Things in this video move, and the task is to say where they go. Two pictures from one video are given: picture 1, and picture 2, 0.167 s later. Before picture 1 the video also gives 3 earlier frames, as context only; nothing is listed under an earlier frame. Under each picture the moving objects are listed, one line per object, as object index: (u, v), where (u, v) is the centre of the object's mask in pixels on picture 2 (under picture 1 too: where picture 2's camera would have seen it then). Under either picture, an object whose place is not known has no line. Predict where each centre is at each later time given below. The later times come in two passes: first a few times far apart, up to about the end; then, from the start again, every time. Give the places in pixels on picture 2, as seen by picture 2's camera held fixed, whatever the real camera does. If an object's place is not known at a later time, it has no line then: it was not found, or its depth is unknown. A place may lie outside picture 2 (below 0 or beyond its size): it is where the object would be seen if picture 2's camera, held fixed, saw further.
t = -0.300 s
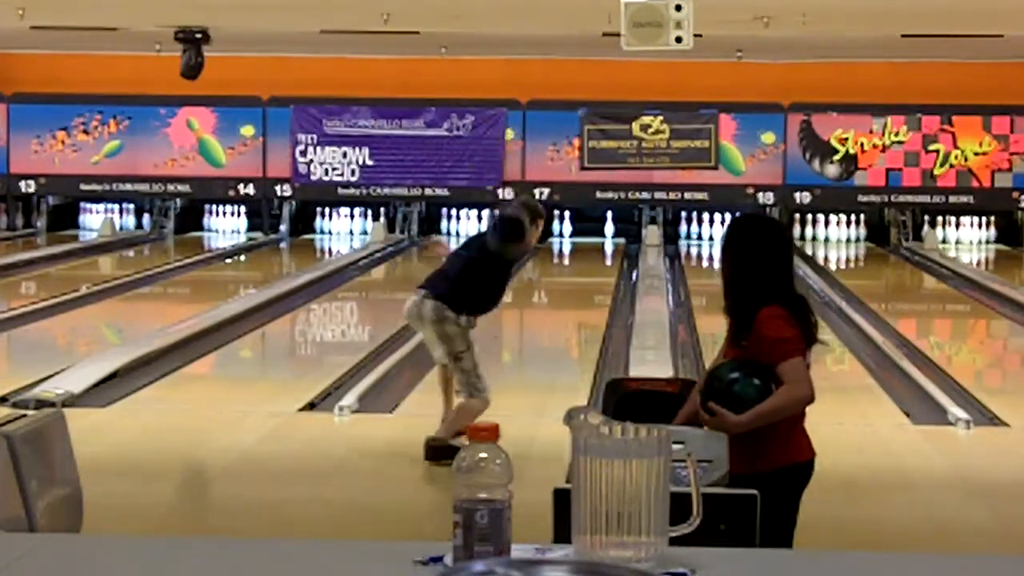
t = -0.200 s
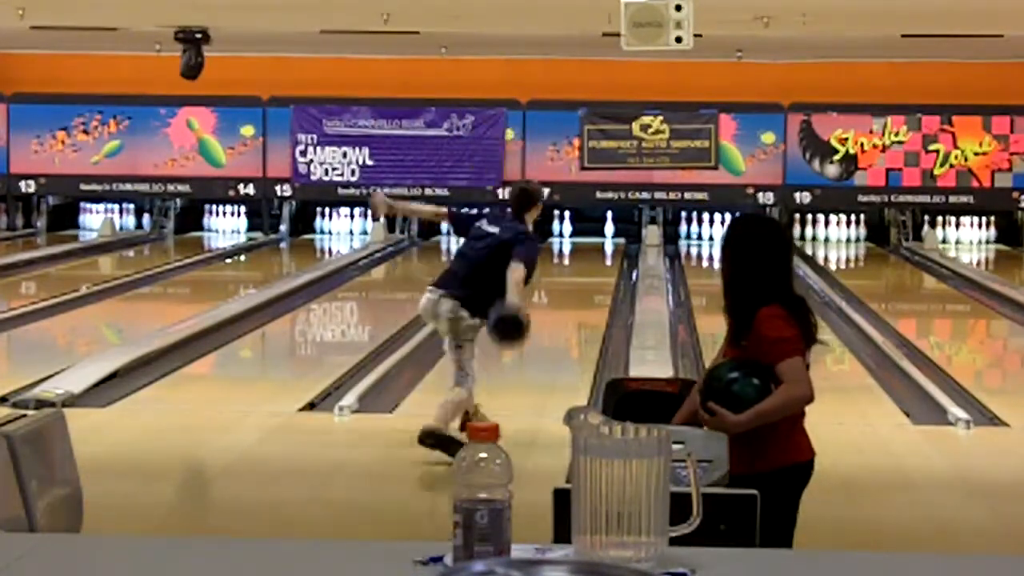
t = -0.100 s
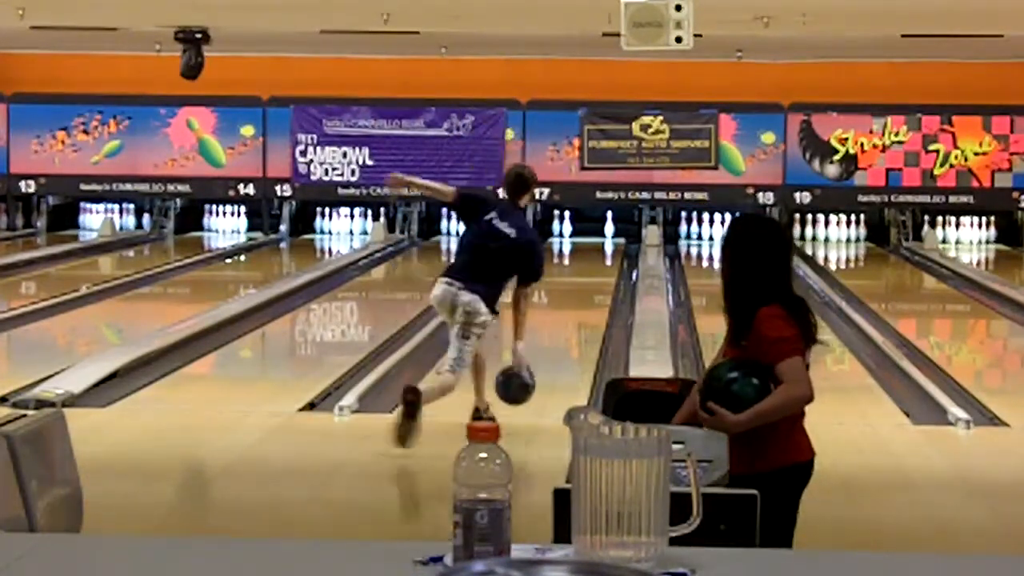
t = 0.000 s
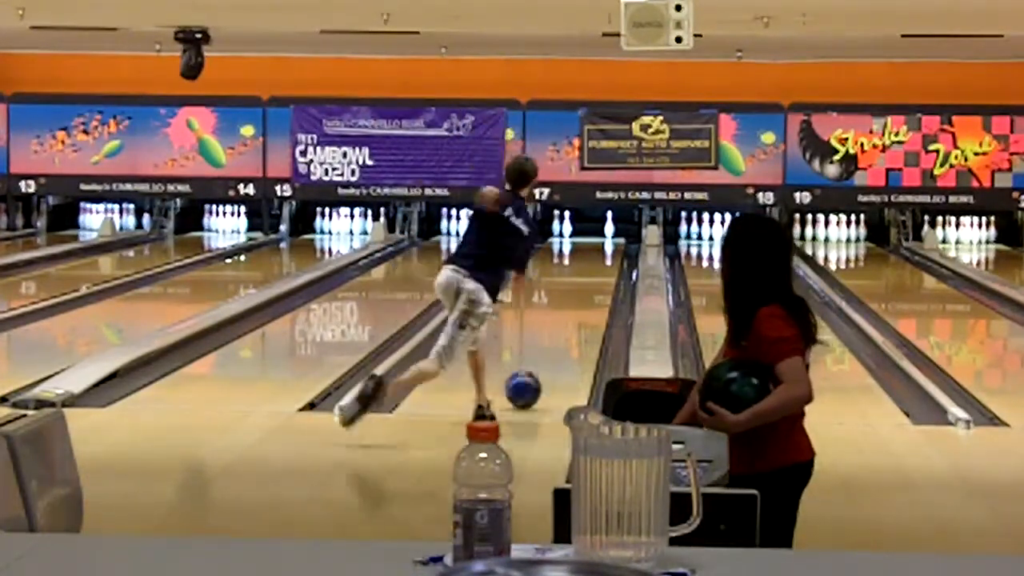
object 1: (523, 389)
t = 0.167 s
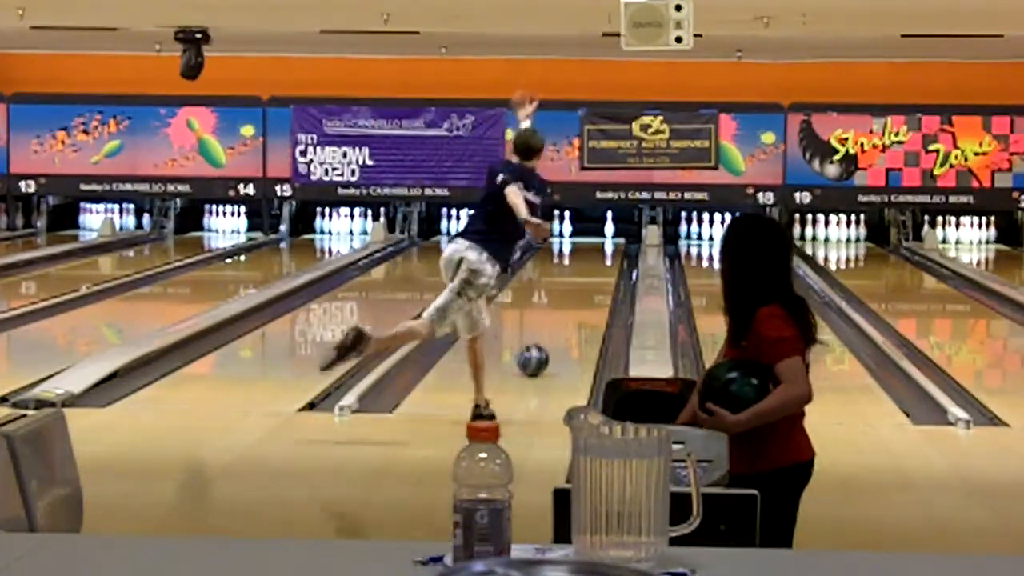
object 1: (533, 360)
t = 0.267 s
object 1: (537, 344)
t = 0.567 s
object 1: (548, 308)
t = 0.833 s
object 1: (555, 285)
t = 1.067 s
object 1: (559, 270)
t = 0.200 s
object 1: (534, 355)
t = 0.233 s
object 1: (536, 350)
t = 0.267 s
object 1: (537, 344)
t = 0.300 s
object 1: (539, 340)
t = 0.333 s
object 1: (540, 335)
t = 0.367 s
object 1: (542, 331)
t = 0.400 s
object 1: (543, 326)
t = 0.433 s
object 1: (544, 323)
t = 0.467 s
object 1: (545, 319)
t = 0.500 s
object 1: (546, 315)
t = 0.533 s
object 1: (547, 312)
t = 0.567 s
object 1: (548, 308)
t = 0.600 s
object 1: (549, 305)
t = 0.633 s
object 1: (550, 302)
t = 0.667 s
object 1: (550, 300)
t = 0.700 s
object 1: (552, 296)
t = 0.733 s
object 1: (552, 293)
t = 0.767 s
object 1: (552, 290)
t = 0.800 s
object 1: (554, 287)
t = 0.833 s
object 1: (555, 285)
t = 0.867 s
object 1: (555, 282)
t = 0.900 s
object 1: (556, 280)
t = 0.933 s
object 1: (557, 278)
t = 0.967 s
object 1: (557, 276)
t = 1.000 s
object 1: (558, 273)
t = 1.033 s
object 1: (558, 271)
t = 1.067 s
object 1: (559, 270)
